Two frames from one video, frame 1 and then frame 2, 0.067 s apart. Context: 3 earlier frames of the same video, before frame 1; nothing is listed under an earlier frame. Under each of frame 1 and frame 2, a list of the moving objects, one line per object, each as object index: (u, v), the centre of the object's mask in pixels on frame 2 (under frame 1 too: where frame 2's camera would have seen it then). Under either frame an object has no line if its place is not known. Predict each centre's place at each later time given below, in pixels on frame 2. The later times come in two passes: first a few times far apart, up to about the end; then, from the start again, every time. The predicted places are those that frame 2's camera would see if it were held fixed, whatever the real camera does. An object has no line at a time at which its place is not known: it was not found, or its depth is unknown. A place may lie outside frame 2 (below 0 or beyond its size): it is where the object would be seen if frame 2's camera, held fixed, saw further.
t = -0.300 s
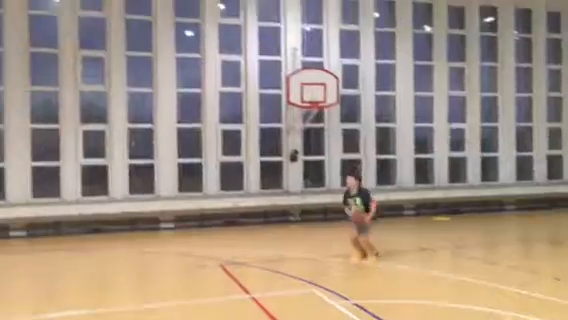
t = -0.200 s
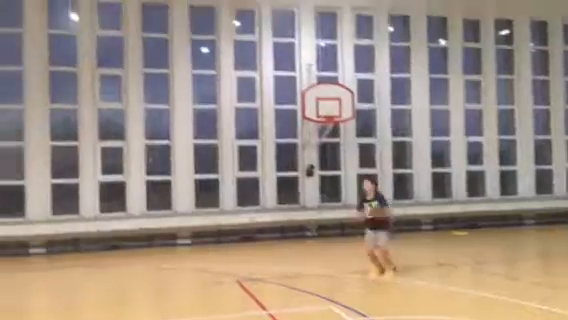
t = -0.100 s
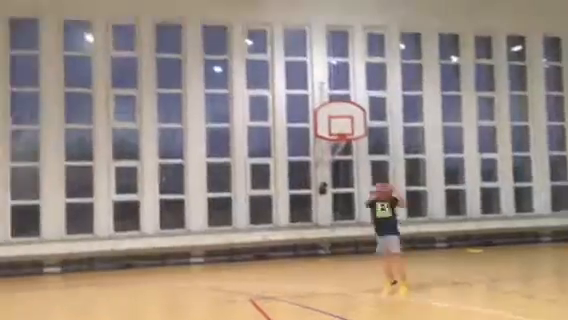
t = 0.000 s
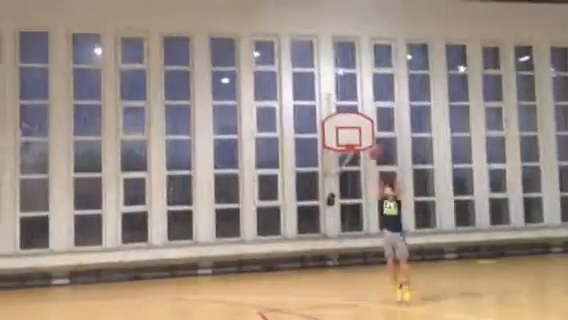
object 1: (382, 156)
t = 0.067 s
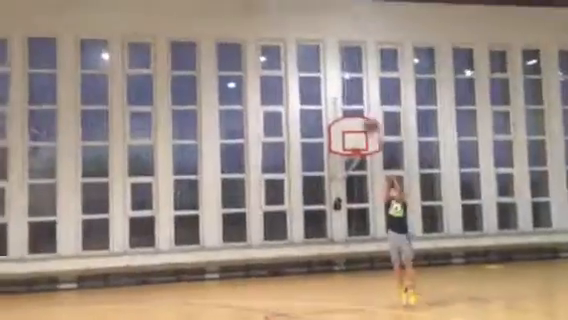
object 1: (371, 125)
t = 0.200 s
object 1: (342, 66)
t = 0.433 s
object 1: (289, -23)
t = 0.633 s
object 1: (237, -73)
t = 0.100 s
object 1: (364, 109)
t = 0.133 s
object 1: (354, 95)
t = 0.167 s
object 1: (348, 80)
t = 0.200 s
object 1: (342, 66)
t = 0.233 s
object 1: (334, 53)
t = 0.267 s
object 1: (328, 37)
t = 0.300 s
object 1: (319, 26)
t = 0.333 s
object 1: (312, 12)
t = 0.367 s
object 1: (305, 0)
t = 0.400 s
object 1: (301, -12)
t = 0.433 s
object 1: (289, -23)
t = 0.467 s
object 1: (281, -32)
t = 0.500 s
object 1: (273, -41)
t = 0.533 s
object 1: (265, -50)
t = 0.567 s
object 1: (258, -57)
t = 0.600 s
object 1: (249, -66)
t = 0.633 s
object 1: (237, -73)
